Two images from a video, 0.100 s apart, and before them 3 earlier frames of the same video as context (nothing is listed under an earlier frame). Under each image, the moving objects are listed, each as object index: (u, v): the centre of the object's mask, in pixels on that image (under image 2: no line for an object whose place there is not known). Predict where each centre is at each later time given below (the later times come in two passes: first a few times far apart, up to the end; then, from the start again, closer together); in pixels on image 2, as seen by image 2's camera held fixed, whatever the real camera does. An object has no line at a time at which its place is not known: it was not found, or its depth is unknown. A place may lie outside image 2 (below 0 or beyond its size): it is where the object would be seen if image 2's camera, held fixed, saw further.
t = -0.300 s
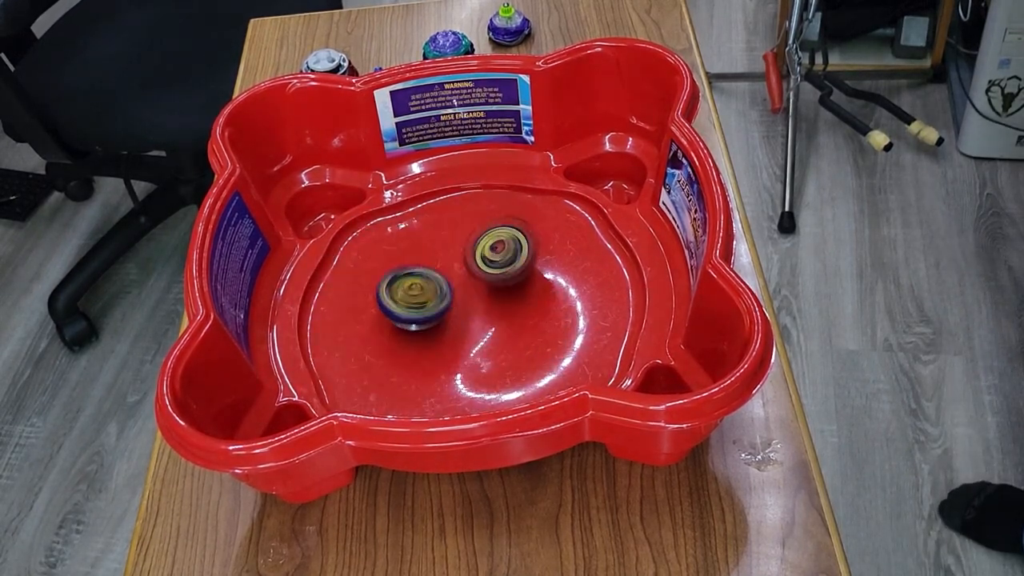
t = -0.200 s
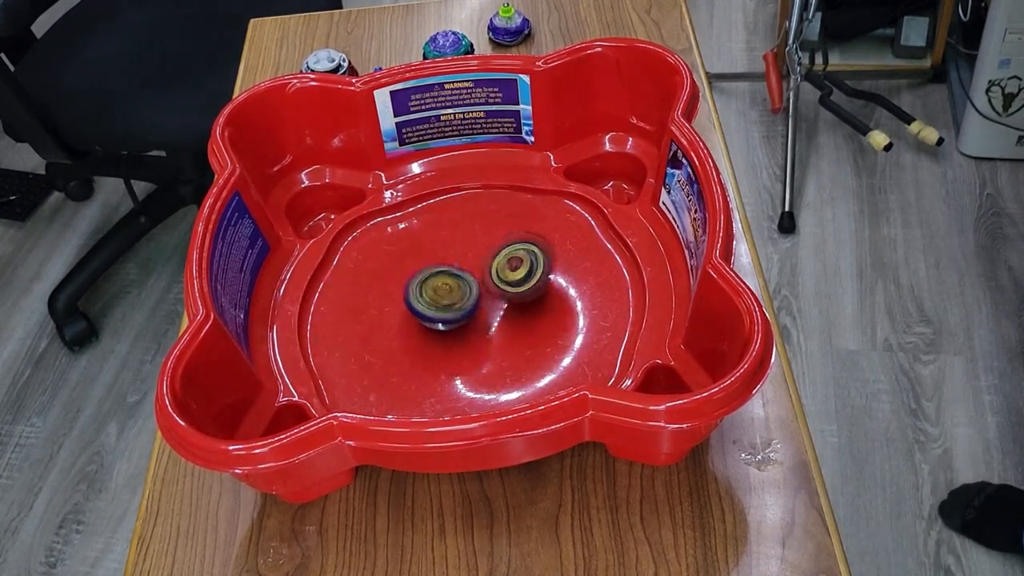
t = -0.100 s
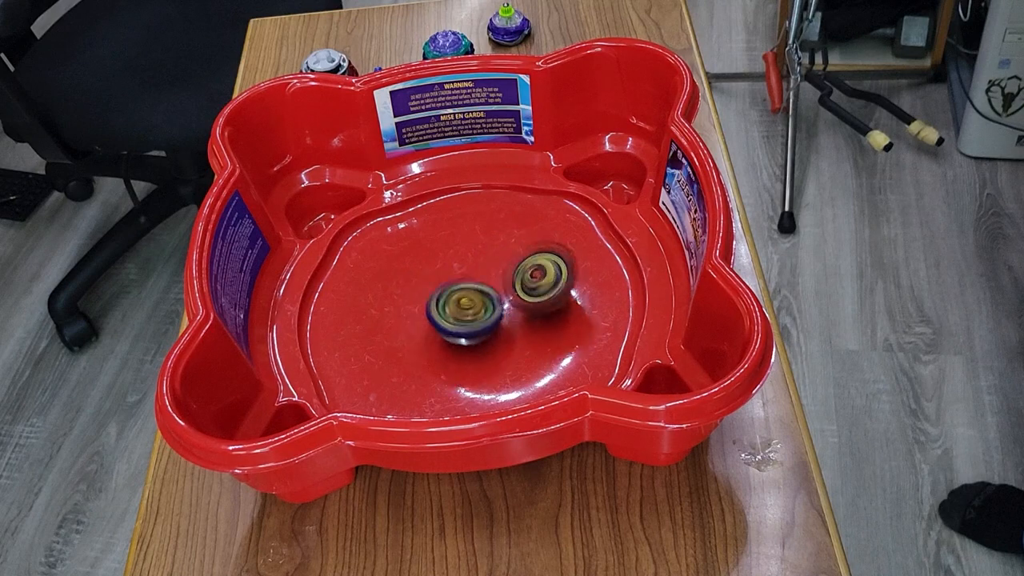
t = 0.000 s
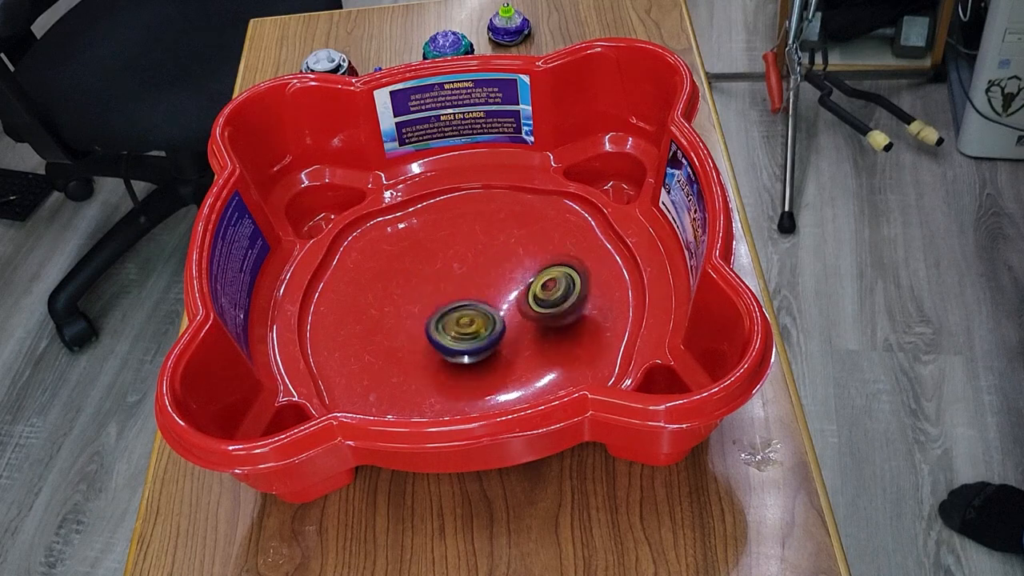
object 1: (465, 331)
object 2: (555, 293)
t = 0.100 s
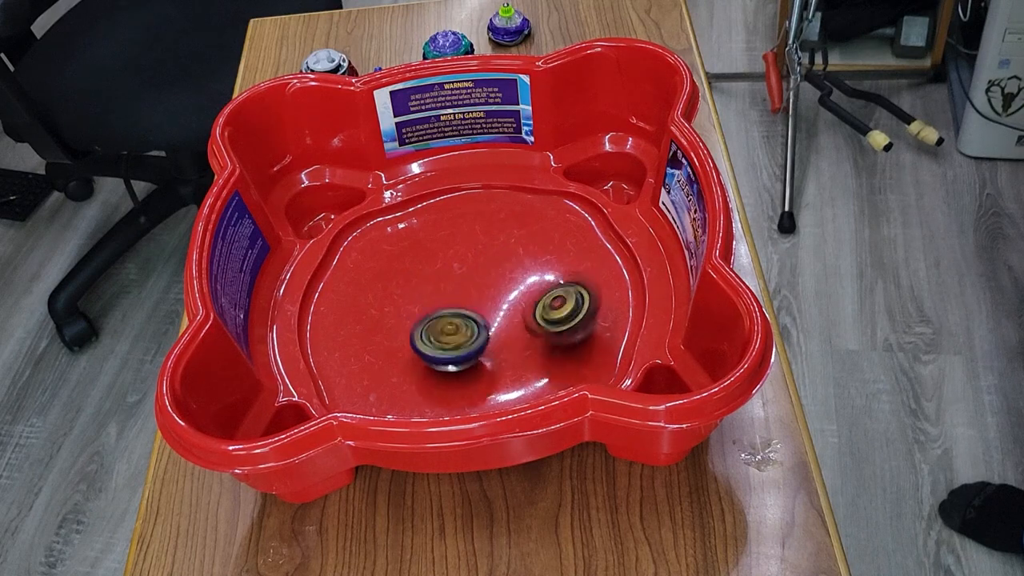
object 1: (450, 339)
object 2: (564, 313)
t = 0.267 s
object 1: (455, 317)
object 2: (556, 349)
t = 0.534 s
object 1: (516, 308)
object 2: (493, 390)
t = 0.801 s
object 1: (467, 304)
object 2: (415, 396)
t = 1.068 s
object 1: (490, 267)
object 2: (353, 360)
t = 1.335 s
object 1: (455, 312)
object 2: (343, 295)
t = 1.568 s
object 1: (431, 297)
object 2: (368, 240)
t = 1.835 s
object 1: (483, 322)
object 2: (422, 199)
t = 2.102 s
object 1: (458, 322)
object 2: (493, 192)
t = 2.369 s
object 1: (506, 288)
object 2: (552, 224)
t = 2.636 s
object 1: (466, 309)
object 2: (578, 273)
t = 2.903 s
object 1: (459, 273)
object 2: (544, 330)
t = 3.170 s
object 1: (462, 294)
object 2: (469, 371)
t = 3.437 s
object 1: (469, 292)
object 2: (401, 376)
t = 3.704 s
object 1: (443, 311)
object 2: (365, 329)
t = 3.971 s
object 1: (490, 306)
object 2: (384, 279)
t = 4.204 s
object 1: (474, 323)
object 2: (444, 261)
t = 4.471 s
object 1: (439, 332)
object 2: (509, 253)
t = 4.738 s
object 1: (452, 307)
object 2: (540, 305)
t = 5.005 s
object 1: (481, 291)
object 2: (488, 359)
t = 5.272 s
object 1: (466, 317)
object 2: (393, 356)
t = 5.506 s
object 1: (472, 293)
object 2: (337, 311)
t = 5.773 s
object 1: (478, 311)
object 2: (368, 251)
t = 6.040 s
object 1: (456, 306)
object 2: (462, 236)
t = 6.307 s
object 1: (466, 320)
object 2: (528, 266)
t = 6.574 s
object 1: (437, 318)
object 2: (535, 324)
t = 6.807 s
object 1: (428, 285)
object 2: (480, 343)
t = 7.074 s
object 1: (433, 275)
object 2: (477, 315)
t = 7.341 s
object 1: (433, 301)
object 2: (505, 313)
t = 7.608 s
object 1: (440, 299)
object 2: (504, 317)
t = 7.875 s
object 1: (440, 300)
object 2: (504, 317)
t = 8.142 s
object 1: (440, 301)
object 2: (504, 317)
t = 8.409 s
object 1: (440, 300)
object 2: (504, 317)
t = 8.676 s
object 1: (440, 301)
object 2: (504, 317)
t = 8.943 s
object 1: (440, 300)
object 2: (504, 317)
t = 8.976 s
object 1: (440, 301)
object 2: (504, 317)
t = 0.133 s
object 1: (447, 337)
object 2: (566, 319)
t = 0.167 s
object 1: (446, 334)
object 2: (565, 327)
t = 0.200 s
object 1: (446, 330)
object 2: (563, 333)
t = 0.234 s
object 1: (449, 324)
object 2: (560, 340)
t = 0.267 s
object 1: (455, 317)
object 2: (556, 349)
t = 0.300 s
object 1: (463, 311)
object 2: (553, 356)
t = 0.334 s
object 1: (471, 307)
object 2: (547, 362)
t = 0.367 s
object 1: (480, 304)
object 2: (539, 366)
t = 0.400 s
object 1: (490, 301)
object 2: (530, 372)
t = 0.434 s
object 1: (499, 301)
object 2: (521, 376)
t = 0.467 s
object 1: (506, 302)
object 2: (515, 381)
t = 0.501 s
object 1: (513, 304)
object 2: (502, 387)
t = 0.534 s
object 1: (516, 308)
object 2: (493, 390)
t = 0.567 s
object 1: (516, 312)
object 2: (479, 392)
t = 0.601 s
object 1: (513, 317)
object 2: (468, 396)
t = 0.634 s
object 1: (507, 319)
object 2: (457, 397)
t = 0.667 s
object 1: (498, 320)
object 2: (447, 399)
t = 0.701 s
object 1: (487, 320)
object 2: (436, 398)
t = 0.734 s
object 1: (479, 316)
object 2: (428, 399)
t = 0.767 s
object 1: (471, 311)
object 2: (422, 397)
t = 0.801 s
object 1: (467, 304)
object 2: (415, 396)
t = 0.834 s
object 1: (464, 298)
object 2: (405, 393)
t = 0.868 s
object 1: (464, 290)
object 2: (396, 390)
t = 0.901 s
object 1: (465, 283)
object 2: (387, 387)
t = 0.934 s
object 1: (468, 276)
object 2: (379, 384)
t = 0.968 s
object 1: (473, 270)
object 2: (372, 379)
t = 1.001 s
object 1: (478, 266)
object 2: (364, 374)
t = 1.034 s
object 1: (485, 264)
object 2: (359, 367)
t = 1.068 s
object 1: (490, 267)
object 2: (353, 360)
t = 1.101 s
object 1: (494, 271)
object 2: (350, 353)
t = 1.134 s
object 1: (495, 277)
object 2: (346, 346)
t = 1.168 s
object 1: (492, 286)
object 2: (343, 337)
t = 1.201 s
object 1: (487, 295)
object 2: (341, 329)
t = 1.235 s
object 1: (480, 301)
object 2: (340, 320)
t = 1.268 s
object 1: (471, 307)
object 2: (340, 312)
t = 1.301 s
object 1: (462, 310)
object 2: (341, 303)
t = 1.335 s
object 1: (455, 312)
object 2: (343, 295)
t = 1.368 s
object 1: (445, 312)
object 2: (346, 287)
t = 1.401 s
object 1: (438, 311)
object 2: (350, 280)
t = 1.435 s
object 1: (429, 309)
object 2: (354, 274)
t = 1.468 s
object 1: (423, 305)
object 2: (358, 267)
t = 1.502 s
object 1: (423, 302)
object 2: (363, 256)
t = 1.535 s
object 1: (426, 299)
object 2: (365, 249)
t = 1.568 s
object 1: (431, 297)
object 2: (368, 240)
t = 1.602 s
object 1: (438, 296)
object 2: (374, 235)
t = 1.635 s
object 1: (448, 297)
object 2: (379, 228)
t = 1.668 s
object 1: (457, 299)
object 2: (384, 221)
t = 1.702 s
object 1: (466, 303)
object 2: (391, 216)
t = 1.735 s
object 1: (472, 307)
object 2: (398, 212)
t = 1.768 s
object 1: (479, 311)
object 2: (405, 208)
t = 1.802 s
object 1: (481, 317)
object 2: (413, 203)
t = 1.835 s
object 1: (483, 322)
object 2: (422, 199)
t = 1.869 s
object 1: (482, 328)
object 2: (430, 196)
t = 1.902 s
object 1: (480, 333)
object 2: (438, 194)
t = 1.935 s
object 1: (476, 337)
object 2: (447, 191)
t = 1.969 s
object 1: (470, 338)
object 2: (457, 190)
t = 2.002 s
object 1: (465, 337)
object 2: (465, 186)
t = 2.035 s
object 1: (461, 334)
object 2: (475, 189)
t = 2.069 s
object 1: (459, 329)
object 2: (485, 190)
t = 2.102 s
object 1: (458, 322)
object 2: (493, 192)
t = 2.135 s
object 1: (461, 315)
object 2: (502, 193)
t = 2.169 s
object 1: (465, 309)
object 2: (511, 193)
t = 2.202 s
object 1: (471, 303)
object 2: (520, 197)
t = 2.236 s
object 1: (477, 298)
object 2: (529, 202)
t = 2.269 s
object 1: (485, 293)
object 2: (536, 206)
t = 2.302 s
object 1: (492, 290)
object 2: (541, 212)
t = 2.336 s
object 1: (500, 288)
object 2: (547, 218)
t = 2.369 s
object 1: (506, 288)
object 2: (552, 224)
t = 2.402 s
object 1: (512, 290)
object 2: (556, 233)
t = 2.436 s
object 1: (512, 295)
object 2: (562, 237)
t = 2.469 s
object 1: (508, 301)
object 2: (567, 242)
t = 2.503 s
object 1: (502, 306)
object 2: (570, 246)
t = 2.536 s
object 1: (493, 310)
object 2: (573, 253)
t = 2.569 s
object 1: (484, 311)
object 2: (576, 259)
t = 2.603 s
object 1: (474, 311)
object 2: (577, 266)
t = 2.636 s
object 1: (466, 309)
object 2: (578, 273)
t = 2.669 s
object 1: (459, 305)
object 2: (578, 280)
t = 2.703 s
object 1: (453, 301)
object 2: (576, 288)
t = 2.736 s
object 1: (449, 296)
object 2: (572, 295)
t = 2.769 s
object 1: (447, 290)
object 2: (568, 305)
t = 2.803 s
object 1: (446, 284)
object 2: (563, 312)
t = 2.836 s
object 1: (448, 279)
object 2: (556, 318)
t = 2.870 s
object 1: (453, 274)
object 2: (549, 324)
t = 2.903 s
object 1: (459, 273)
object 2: (544, 330)
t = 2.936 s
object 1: (466, 275)
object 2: (535, 337)
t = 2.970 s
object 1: (473, 280)
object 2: (523, 340)
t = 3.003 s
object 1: (476, 286)
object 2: (513, 343)
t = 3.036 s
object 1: (478, 292)
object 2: (503, 347)
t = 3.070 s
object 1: (477, 297)
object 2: (495, 348)
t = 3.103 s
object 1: (472, 299)
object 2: (485, 357)
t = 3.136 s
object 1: (467, 298)
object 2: (478, 365)
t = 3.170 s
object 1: (462, 294)
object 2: (469, 371)
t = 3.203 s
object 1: (460, 291)
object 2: (461, 375)
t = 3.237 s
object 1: (460, 288)
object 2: (453, 379)
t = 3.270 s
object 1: (461, 286)
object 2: (445, 381)
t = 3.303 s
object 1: (462, 285)
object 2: (437, 381)
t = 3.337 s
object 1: (463, 286)
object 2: (428, 382)
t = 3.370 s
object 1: (466, 287)
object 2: (419, 382)
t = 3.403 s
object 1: (467, 289)
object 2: (410, 379)
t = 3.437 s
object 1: (469, 292)
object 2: (401, 376)
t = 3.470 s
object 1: (470, 295)
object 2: (393, 372)
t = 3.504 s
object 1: (470, 300)
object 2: (387, 367)
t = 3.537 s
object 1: (469, 305)
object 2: (381, 362)
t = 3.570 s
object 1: (464, 311)
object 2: (376, 356)
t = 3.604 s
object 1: (459, 314)
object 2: (371, 349)
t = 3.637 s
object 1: (451, 315)
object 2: (368, 342)
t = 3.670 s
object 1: (447, 314)
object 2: (366, 337)
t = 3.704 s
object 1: (443, 311)
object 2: (365, 329)
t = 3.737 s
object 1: (446, 309)
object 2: (364, 321)
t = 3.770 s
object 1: (452, 305)
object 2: (365, 316)
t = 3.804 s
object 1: (457, 303)
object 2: (365, 310)
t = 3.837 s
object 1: (465, 301)
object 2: (368, 304)
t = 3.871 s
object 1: (471, 301)
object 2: (369, 297)
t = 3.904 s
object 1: (479, 301)
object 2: (373, 291)
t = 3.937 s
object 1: (486, 303)
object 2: (378, 284)
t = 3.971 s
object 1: (490, 306)
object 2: (384, 279)
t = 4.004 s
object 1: (495, 309)
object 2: (391, 274)
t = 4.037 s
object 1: (495, 313)
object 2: (400, 270)
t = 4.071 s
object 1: (494, 317)
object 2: (408, 267)
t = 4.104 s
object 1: (489, 320)
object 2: (416, 265)
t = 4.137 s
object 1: (483, 322)
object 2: (426, 265)
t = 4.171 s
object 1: (479, 321)
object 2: (435, 265)
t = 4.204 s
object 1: (474, 323)
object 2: (444, 261)
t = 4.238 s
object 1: (470, 323)
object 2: (451, 258)
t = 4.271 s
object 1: (464, 322)
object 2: (460, 254)
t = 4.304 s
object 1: (463, 320)
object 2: (466, 254)
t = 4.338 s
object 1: (459, 324)
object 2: (476, 250)
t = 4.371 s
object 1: (454, 328)
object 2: (487, 246)
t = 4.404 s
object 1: (450, 330)
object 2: (494, 247)
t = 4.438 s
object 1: (443, 332)
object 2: (502, 250)
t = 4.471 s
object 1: (439, 332)
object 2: (509, 253)
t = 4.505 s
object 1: (436, 330)
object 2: (515, 258)
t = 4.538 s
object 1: (435, 328)
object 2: (520, 263)
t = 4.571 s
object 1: (438, 324)
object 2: (525, 268)
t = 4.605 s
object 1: (441, 320)
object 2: (530, 275)
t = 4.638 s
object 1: (447, 316)
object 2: (532, 282)
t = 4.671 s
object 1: (455, 312)
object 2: (534, 290)
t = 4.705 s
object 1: (456, 309)
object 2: (536, 297)
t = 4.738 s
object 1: (452, 307)
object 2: (540, 305)
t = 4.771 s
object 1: (450, 303)
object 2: (539, 312)
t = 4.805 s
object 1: (450, 299)
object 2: (536, 319)
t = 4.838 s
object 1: (453, 293)
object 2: (533, 329)
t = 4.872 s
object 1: (457, 289)
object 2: (528, 336)
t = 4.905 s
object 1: (463, 287)
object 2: (520, 343)
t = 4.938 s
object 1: (470, 286)
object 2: (511, 349)
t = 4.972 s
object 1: (475, 288)
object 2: (502, 354)
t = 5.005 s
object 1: (481, 291)
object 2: (488, 359)
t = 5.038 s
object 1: (484, 295)
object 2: (477, 362)
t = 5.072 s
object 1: (484, 300)
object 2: (468, 365)
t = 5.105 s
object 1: (485, 305)
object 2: (454, 365)
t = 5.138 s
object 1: (482, 310)
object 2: (443, 363)
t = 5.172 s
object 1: (479, 315)
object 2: (430, 362)
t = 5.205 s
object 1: (474, 317)
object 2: (420, 359)
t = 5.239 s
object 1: (470, 317)
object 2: (404, 359)
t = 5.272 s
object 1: (466, 317)
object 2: (393, 356)
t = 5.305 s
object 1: (461, 314)
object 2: (382, 354)
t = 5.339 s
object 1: (458, 310)
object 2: (368, 346)
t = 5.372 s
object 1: (458, 306)
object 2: (361, 340)
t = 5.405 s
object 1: (460, 302)
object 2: (353, 334)
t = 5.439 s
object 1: (462, 298)
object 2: (346, 325)
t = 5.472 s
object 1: (467, 295)
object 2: (342, 318)
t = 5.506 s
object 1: (472, 293)
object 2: (337, 311)
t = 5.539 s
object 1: (476, 294)
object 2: (337, 302)
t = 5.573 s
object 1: (482, 294)
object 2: (336, 294)
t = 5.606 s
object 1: (484, 296)
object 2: (337, 283)
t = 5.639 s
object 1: (487, 299)
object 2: (341, 275)
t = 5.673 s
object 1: (487, 302)
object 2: (346, 269)
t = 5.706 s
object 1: (486, 306)
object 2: (355, 264)
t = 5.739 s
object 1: (482, 310)
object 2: (360, 257)
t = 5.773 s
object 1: (478, 311)
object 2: (368, 251)
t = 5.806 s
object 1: (474, 312)
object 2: (379, 244)
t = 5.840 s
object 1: (468, 313)
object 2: (390, 239)
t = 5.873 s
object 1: (465, 313)
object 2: (403, 238)
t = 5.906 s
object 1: (460, 311)
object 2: (415, 238)
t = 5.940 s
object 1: (456, 310)
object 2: (428, 240)
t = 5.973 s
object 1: (456, 306)
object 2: (440, 242)
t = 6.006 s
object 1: (455, 305)
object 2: (450, 237)
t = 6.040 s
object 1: (456, 306)
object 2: (462, 236)
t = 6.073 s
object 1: (457, 307)
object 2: (472, 238)
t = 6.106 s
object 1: (461, 308)
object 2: (484, 239)
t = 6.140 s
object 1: (462, 309)
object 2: (493, 244)
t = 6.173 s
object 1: (464, 311)
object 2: (502, 247)
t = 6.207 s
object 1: (467, 312)
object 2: (509, 252)
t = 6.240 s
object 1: (466, 314)
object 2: (515, 257)
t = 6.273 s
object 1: (467, 318)
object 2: (522, 262)
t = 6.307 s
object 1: (466, 320)
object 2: (528, 266)
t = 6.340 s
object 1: (466, 322)
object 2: (531, 273)
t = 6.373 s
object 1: (466, 323)
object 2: (535, 279)
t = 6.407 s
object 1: (465, 323)
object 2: (535, 287)
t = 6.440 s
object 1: (458, 323)
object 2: (539, 296)
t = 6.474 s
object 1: (448, 322)
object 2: (543, 304)
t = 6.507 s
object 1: (444, 321)
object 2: (544, 311)
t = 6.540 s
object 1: (440, 319)
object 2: (541, 316)
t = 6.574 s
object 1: (437, 318)
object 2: (535, 324)
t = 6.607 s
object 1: (433, 315)
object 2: (525, 331)
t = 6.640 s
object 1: (430, 312)
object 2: (517, 335)
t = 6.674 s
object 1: (429, 309)
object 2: (508, 340)
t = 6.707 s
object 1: (432, 306)
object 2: (499, 342)
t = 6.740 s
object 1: (433, 301)
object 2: (490, 342)
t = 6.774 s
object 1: (429, 293)
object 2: (485, 344)
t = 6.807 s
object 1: (428, 285)
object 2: (480, 343)
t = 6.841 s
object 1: (429, 279)
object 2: (474, 340)
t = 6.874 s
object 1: (430, 276)
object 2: (469, 336)
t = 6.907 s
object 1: (428, 272)
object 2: (467, 331)
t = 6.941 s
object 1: (426, 271)
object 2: (468, 326)
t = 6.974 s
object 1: (425, 271)
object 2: (470, 324)
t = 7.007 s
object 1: (426, 274)
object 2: (472, 319)
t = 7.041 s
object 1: (429, 275)
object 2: (474, 319)
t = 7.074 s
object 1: (433, 275)
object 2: (477, 315)
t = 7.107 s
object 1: (433, 277)
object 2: (481, 313)
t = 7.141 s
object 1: (436, 281)
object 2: (488, 311)
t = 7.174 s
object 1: (436, 287)
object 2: (496, 312)
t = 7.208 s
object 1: (436, 293)
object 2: (502, 311)
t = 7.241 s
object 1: (434, 298)
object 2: (504, 311)
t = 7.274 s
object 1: (433, 301)
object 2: (504, 311)
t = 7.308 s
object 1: (431, 301)
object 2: (504, 312)
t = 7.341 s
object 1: (433, 301)
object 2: (505, 313)
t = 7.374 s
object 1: (436, 301)
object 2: (504, 313)
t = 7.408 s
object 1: (438, 300)
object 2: (505, 314)
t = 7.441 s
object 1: (439, 300)
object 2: (504, 315)
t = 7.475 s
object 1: (440, 299)
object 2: (504, 317)
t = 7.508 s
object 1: (440, 299)
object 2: (504, 317)
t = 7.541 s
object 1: (440, 299)
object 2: (504, 317)
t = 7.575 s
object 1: (440, 299)
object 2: (504, 317)
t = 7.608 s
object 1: (440, 299)
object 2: (504, 317)
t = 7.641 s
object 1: (440, 300)
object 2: (504, 317)
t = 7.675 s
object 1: (440, 300)
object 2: (504, 317)
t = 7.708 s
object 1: (440, 301)
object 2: (504, 317)
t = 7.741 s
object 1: (440, 301)
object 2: (504, 317)
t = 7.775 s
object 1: (440, 301)
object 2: (504, 317)
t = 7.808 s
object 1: (440, 301)
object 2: (504, 317)
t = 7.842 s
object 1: (440, 301)
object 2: (504, 317)
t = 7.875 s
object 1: (440, 300)
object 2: (504, 317)
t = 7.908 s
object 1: (440, 300)
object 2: (504, 317)
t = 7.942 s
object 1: (440, 300)
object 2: (504, 317)
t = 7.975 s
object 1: (440, 300)
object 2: (504, 317)
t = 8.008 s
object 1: (440, 300)
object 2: (504, 317)
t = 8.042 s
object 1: (440, 300)
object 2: (504, 317)
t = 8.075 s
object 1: (440, 301)
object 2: (504, 317)
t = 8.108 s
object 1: (440, 301)
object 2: (504, 317)
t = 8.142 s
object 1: (440, 301)
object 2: (504, 317)
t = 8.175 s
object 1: (440, 301)
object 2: (504, 317)
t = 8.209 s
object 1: (440, 301)
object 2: (504, 317)
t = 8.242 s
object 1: (440, 300)
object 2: (504, 317)
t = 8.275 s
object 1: (440, 300)
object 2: (504, 317)
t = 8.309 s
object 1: (440, 300)
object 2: (504, 317)
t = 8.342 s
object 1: (440, 300)
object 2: (504, 317)
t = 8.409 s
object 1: (440, 300)
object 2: (504, 317)
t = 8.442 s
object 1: (440, 300)
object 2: (504, 317)
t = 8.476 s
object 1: (440, 300)
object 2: (504, 317)
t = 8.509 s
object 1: (440, 300)
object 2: (504, 317)
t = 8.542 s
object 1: (440, 301)
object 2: (504, 317)
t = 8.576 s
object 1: (440, 301)
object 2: (504, 317)
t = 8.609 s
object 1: (440, 301)
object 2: (504, 317)
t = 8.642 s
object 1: (440, 301)
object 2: (504, 317)
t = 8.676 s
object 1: (440, 301)
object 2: (504, 317)
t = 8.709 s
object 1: (440, 300)
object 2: (504, 317)
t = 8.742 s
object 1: (440, 300)
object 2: (504, 317)
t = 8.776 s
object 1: (440, 300)
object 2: (504, 317)
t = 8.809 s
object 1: (440, 300)
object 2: (504, 317)
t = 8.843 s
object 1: (440, 300)
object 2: (504, 317)
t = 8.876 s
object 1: (440, 300)
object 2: (504, 317)
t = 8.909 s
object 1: (440, 300)
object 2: (504, 317)
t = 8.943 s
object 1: (440, 300)
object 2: (504, 317)
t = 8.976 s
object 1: (440, 301)
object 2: (504, 317)
